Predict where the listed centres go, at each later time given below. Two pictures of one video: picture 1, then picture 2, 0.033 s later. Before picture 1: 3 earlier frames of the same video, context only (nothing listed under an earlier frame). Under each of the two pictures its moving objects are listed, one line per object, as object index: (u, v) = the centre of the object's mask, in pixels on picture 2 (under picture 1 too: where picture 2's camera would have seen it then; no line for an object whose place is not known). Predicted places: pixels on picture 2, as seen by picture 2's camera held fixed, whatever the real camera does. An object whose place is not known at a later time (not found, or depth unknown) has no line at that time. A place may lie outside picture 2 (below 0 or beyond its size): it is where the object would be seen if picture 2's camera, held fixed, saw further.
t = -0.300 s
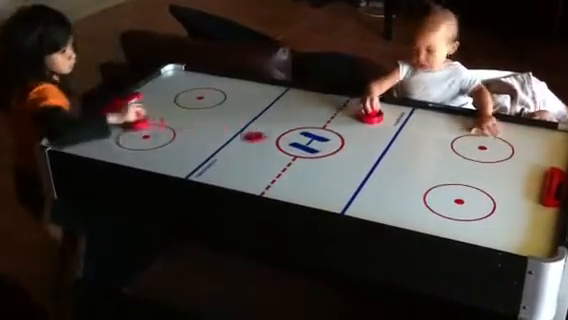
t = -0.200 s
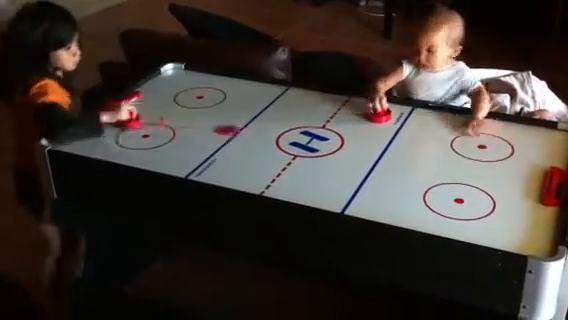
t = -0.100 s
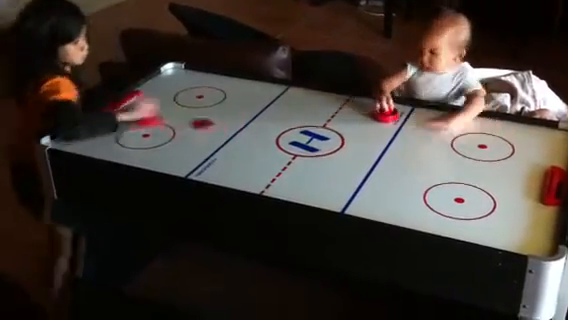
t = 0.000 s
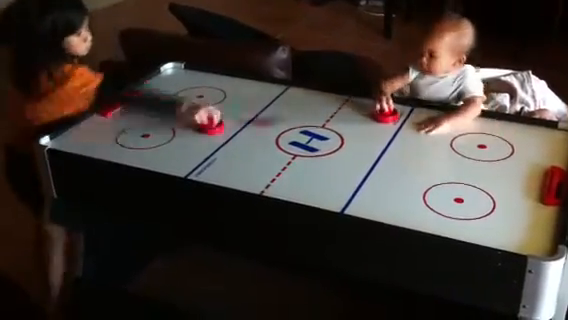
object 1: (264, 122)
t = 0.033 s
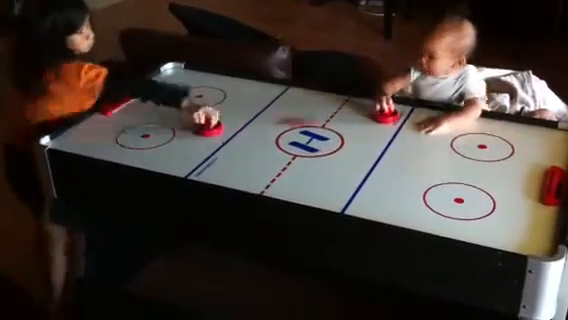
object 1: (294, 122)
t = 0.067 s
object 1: (327, 122)
